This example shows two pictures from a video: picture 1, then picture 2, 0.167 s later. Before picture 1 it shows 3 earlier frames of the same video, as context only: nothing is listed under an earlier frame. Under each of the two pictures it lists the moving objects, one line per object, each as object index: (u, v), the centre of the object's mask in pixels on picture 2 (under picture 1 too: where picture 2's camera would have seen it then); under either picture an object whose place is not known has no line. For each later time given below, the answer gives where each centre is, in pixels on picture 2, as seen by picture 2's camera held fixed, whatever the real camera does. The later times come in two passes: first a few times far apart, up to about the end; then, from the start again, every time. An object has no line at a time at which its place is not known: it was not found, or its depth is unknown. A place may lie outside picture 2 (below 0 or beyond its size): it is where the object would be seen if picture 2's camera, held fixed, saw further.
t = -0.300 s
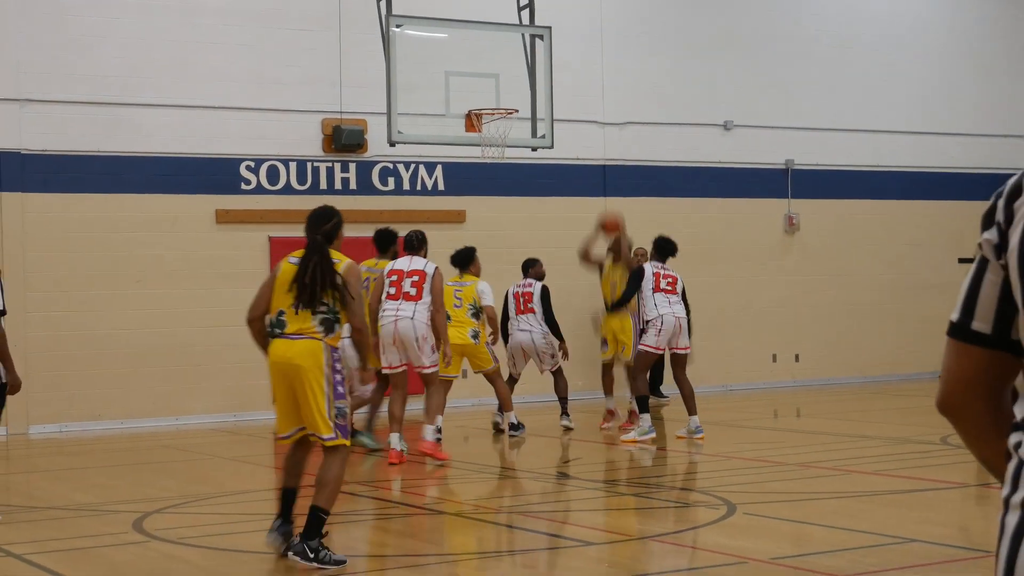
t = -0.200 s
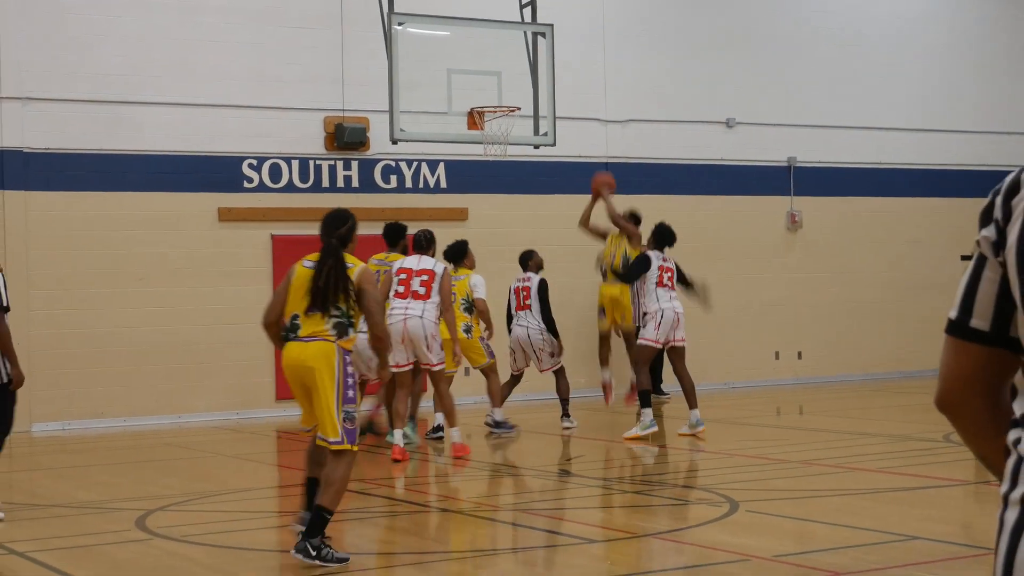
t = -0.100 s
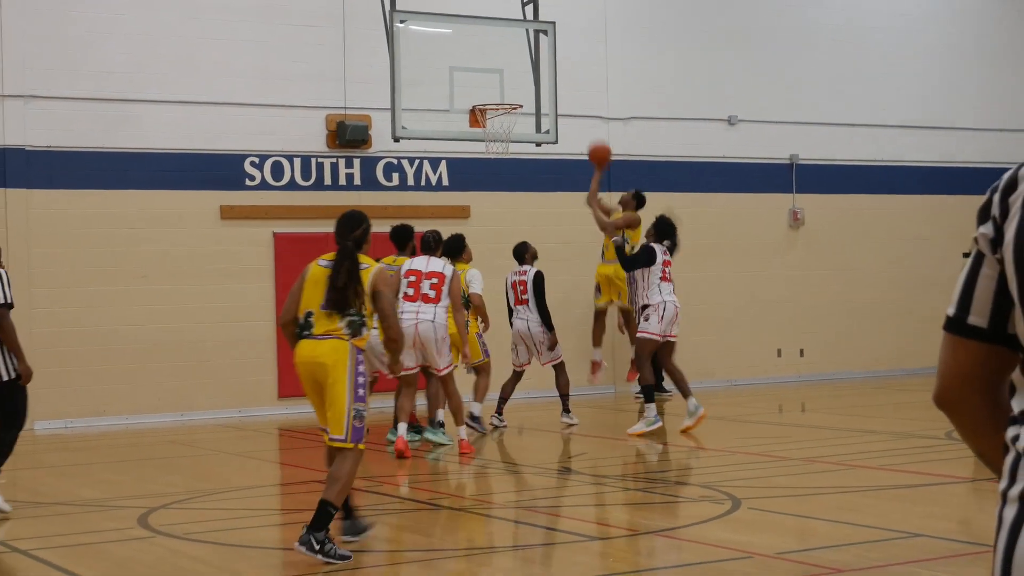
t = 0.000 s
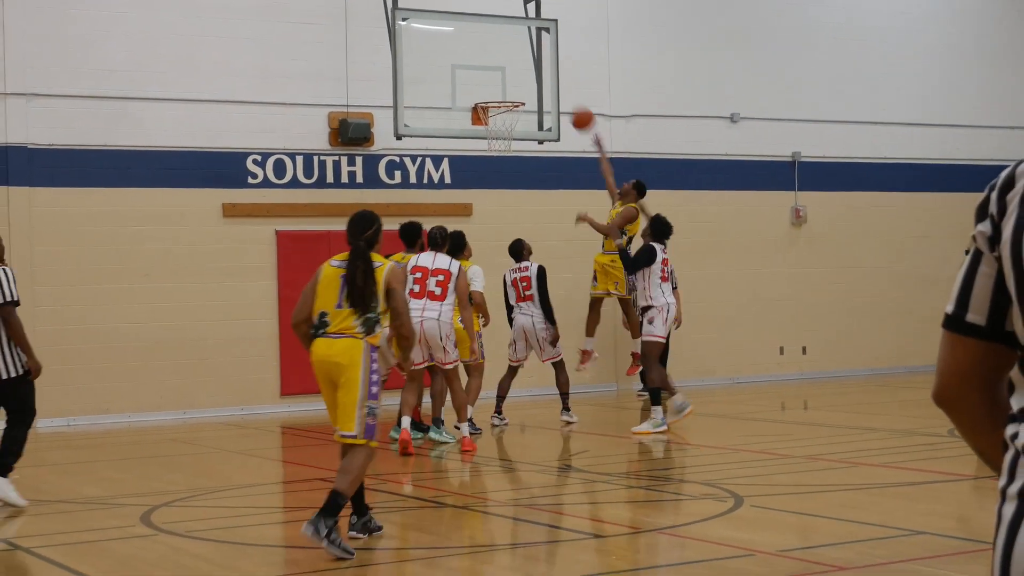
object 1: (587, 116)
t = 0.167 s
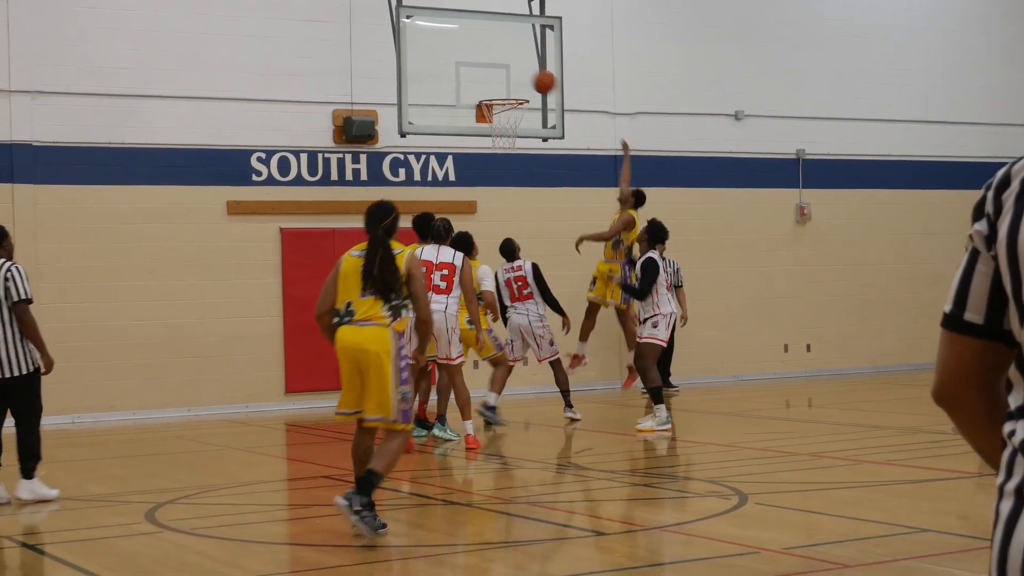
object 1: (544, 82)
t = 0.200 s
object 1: (536, 78)
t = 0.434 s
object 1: (522, 83)
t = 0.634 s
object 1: (503, 97)
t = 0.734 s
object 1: (502, 108)
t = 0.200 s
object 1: (536, 78)
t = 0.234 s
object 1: (530, 76)
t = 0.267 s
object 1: (528, 74)
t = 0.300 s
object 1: (527, 74)
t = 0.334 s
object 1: (526, 75)
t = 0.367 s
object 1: (525, 76)
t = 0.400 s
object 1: (523, 79)
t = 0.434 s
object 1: (522, 83)
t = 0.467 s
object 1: (522, 88)
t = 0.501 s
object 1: (519, 89)
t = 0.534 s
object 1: (514, 90)
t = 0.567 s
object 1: (510, 91)
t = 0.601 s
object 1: (507, 94)
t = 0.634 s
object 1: (503, 97)
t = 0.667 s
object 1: (499, 102)
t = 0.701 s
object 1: (500, 104)
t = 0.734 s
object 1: (502, 108)
